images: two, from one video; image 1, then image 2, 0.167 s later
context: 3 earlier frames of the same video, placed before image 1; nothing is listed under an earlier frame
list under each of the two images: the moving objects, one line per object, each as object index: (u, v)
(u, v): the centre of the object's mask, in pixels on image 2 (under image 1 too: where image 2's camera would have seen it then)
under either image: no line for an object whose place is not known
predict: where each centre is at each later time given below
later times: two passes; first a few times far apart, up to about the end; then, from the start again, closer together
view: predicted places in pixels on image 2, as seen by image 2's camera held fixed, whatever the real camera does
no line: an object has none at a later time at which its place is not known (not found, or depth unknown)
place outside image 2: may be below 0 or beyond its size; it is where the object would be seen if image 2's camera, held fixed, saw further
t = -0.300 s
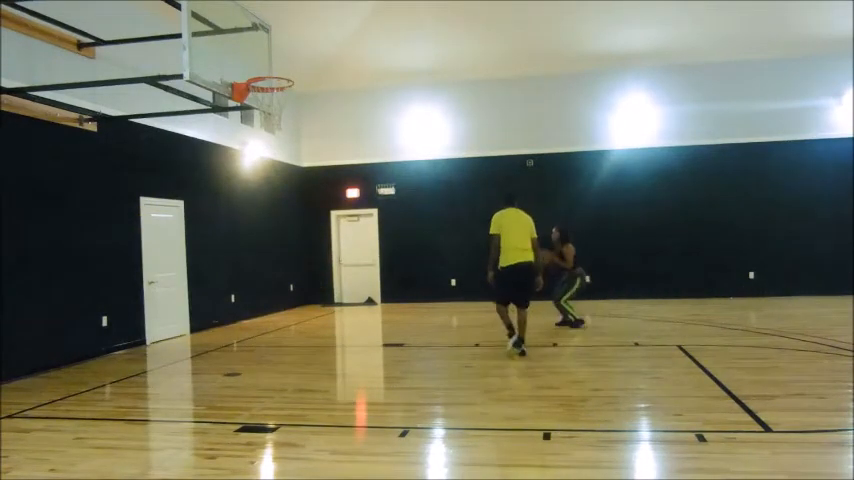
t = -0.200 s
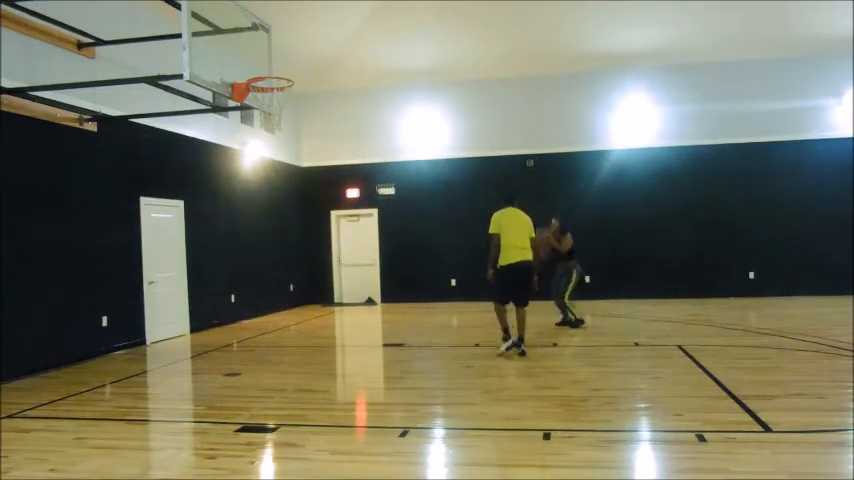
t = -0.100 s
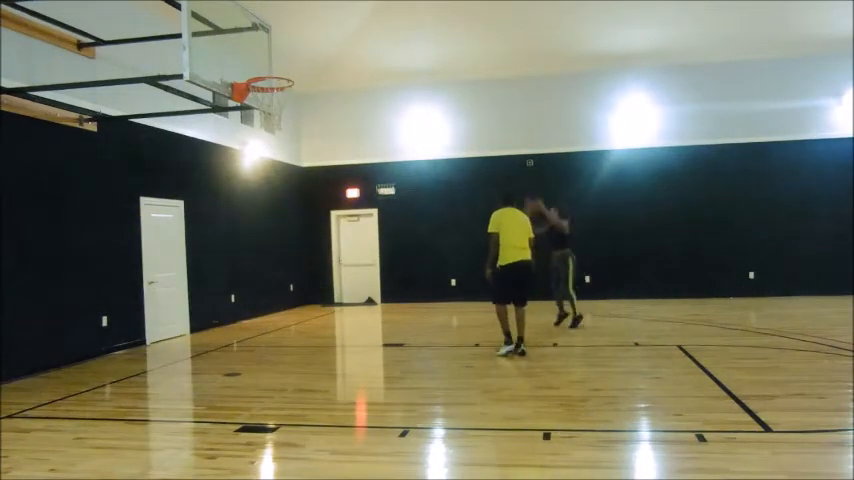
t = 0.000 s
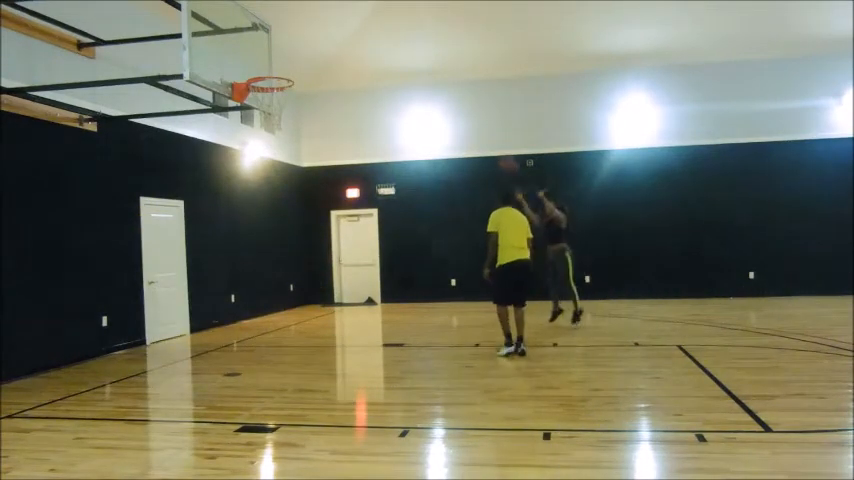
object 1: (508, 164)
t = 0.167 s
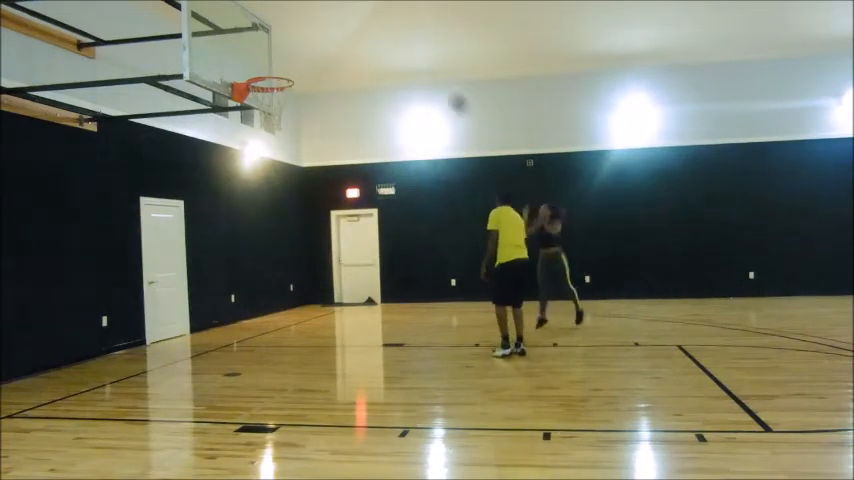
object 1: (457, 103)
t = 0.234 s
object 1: (435, 82)
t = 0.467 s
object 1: (354, 34)
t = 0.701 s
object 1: (261, 24)
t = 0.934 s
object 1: (268, 52)
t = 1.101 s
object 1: (294, 110)
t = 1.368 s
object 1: (350, 307)
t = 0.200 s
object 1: (447, 92)
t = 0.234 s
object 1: (435, 82)
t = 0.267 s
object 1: (425, 74)
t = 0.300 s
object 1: (414, 66)
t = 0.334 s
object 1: (402, 58)
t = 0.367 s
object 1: (390, 50)
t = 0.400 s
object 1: (378, 44)
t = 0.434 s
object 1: (366, 38)
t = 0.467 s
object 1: (354, 34)
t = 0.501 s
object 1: (342, 30)
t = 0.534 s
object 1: (329, 26)
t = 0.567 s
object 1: (315, 24)
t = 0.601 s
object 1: (302, 22)
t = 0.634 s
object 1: (288, 22)
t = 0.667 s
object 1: (273, 23)
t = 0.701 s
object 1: (261, 24)
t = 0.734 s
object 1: (247, 27)
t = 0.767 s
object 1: (246, 28)
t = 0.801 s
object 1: (250, 30)
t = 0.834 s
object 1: (255, 34)
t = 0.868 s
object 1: (259, 39)
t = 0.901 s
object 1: (264, 45)
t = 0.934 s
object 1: (268, 52)
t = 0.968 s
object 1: (273, 60)
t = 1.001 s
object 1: (278, 70)
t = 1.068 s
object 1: (289, 97)
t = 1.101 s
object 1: (294, 110)
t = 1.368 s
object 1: (350, 307)
